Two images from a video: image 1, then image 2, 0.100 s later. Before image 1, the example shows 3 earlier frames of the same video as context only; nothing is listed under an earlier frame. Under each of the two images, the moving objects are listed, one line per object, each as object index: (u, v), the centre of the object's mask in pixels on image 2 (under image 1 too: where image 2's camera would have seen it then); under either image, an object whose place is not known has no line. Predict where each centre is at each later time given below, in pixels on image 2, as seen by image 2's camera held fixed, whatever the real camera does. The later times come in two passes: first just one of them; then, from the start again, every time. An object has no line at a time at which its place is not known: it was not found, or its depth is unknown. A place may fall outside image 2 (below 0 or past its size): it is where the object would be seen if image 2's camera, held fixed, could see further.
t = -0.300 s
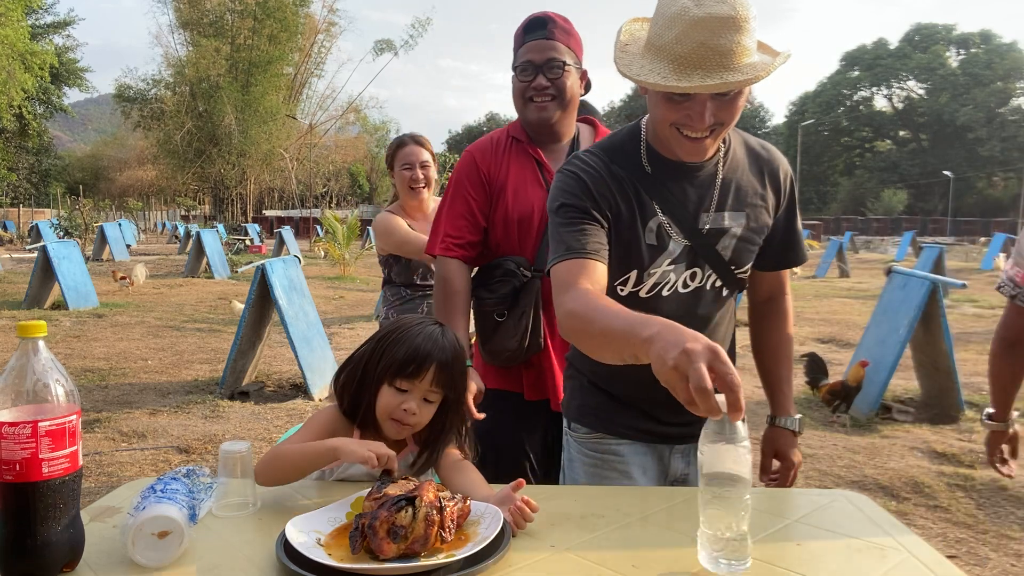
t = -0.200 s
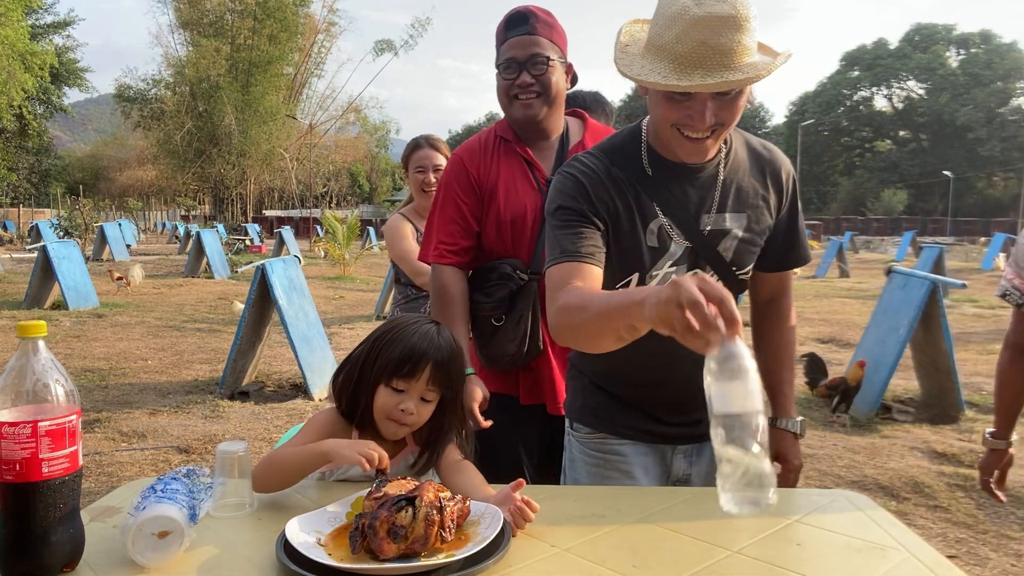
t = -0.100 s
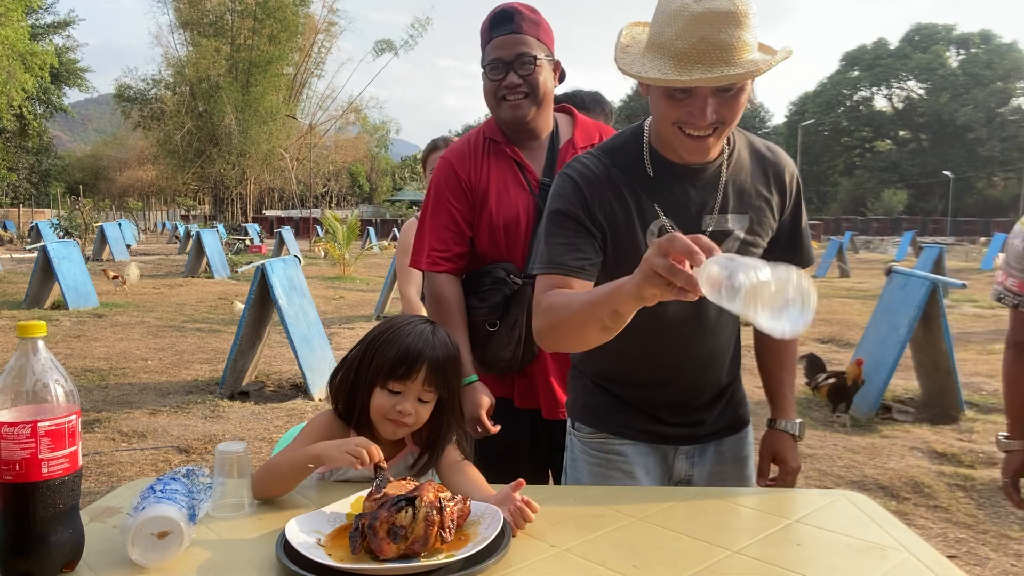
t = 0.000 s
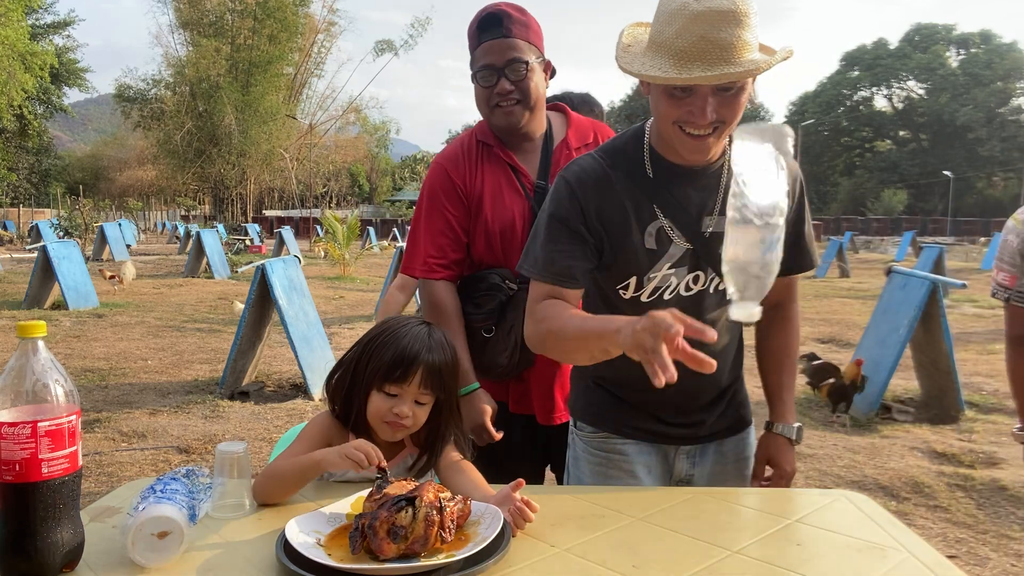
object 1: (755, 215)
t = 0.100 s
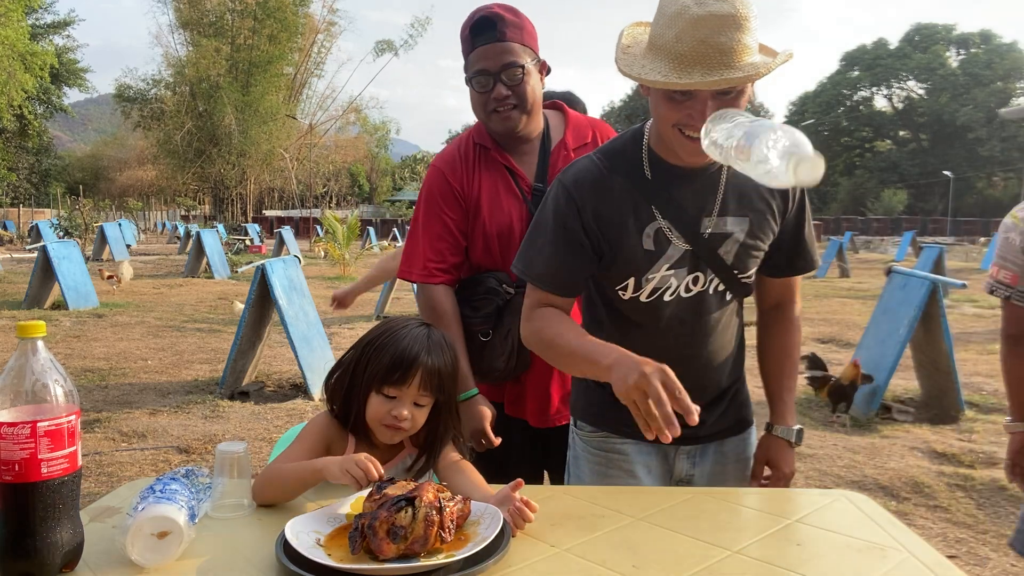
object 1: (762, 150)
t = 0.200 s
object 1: (743, 183)
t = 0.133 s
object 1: (757, 147)
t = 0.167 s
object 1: (750, 159)
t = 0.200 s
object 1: (743, 183)
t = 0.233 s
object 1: (735, 215)
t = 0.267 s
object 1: (727, 256)
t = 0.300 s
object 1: (720, 304)
